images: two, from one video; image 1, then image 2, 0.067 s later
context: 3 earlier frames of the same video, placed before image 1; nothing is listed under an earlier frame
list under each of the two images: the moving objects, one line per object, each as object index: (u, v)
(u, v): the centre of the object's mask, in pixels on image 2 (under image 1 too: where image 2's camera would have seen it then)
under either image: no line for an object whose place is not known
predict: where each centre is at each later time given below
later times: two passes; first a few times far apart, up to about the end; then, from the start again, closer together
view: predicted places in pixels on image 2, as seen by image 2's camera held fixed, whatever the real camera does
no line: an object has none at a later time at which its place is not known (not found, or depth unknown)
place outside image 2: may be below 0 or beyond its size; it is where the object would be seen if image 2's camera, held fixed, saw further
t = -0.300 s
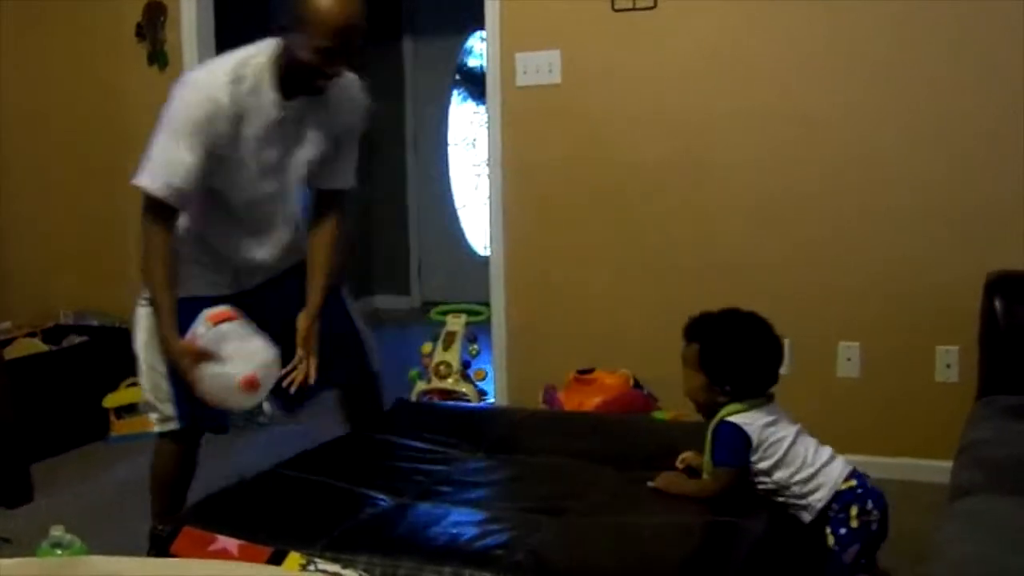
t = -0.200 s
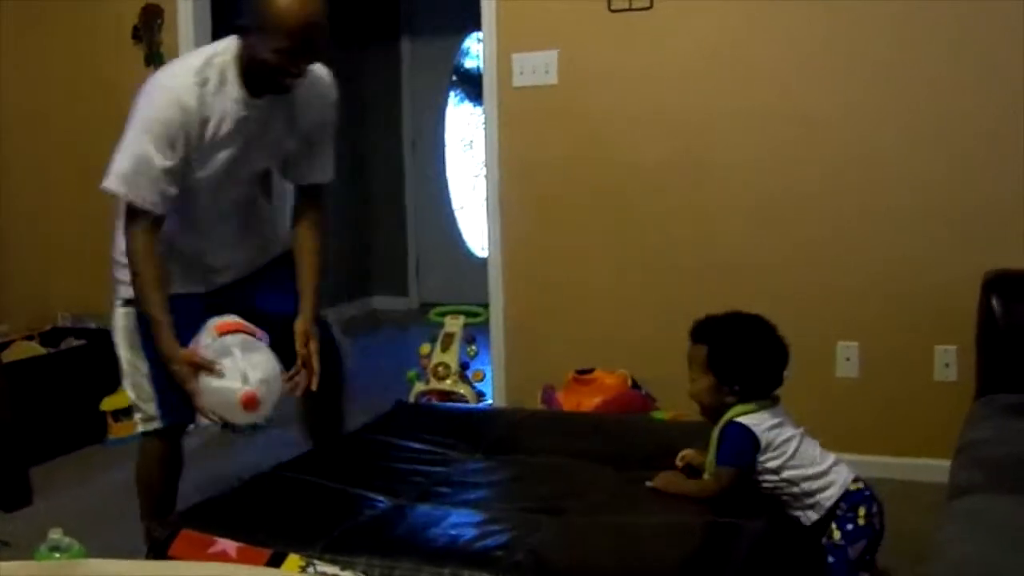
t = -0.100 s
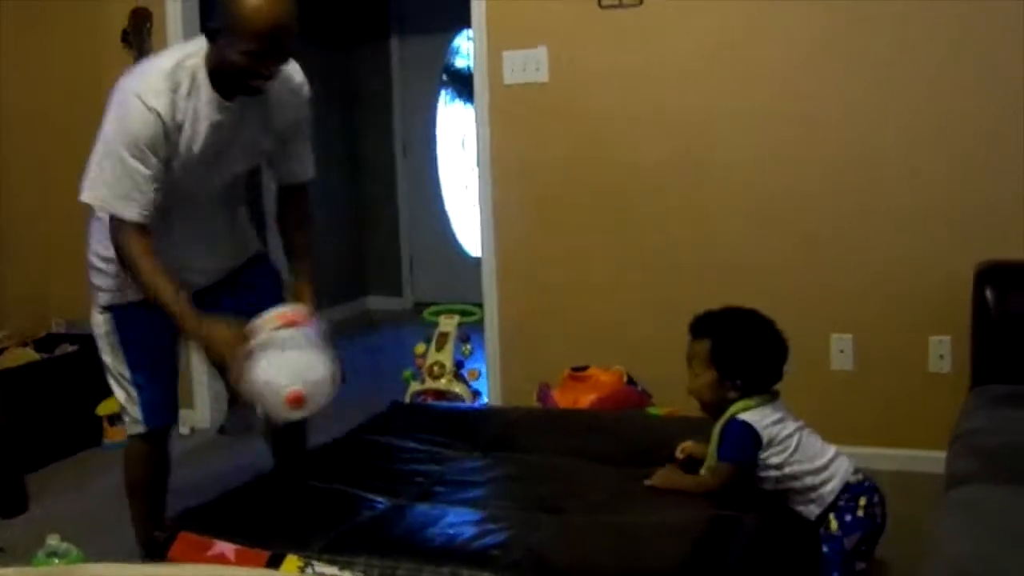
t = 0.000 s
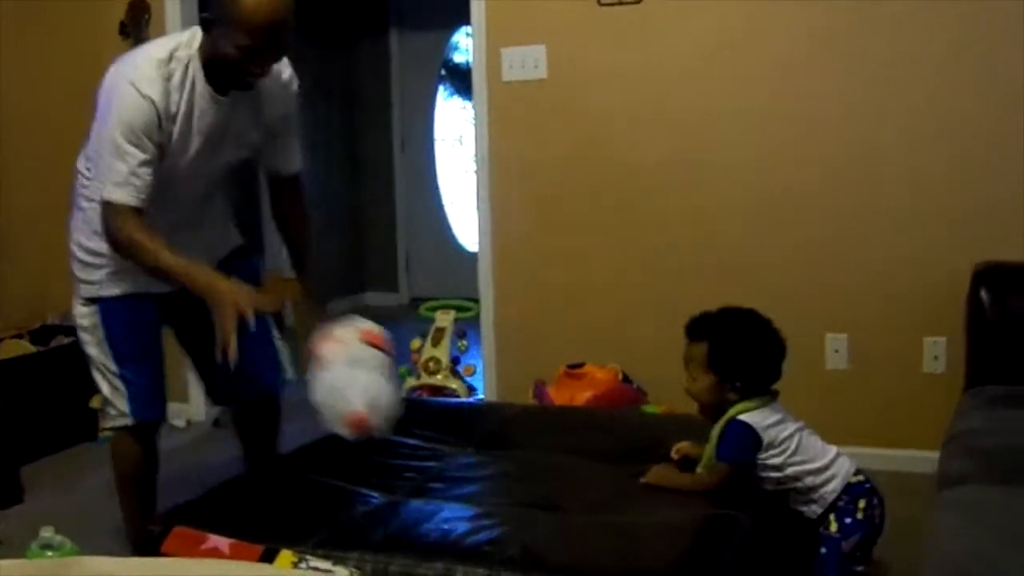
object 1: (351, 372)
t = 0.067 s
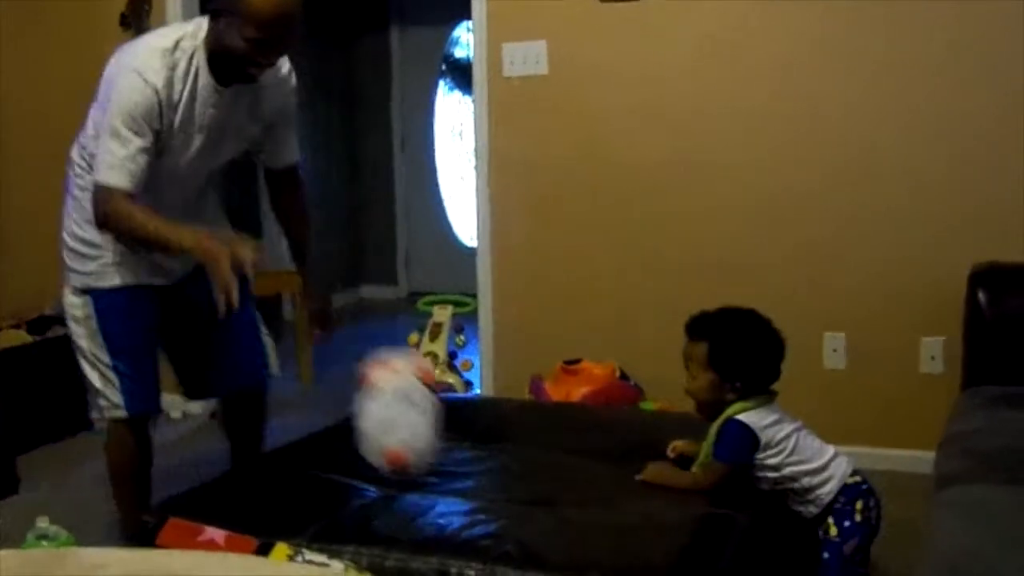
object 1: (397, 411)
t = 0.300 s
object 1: (503, 422)
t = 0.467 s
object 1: (560, 439)
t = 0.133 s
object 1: (438, 436)
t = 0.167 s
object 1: (453, 434)
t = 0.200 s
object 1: (465, 431)
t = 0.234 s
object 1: (479, 425)
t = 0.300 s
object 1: (503, 422)
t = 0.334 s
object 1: (516, 425)
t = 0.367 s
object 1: (527, 426)
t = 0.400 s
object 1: (537, 429)
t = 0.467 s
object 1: (560, 439)
